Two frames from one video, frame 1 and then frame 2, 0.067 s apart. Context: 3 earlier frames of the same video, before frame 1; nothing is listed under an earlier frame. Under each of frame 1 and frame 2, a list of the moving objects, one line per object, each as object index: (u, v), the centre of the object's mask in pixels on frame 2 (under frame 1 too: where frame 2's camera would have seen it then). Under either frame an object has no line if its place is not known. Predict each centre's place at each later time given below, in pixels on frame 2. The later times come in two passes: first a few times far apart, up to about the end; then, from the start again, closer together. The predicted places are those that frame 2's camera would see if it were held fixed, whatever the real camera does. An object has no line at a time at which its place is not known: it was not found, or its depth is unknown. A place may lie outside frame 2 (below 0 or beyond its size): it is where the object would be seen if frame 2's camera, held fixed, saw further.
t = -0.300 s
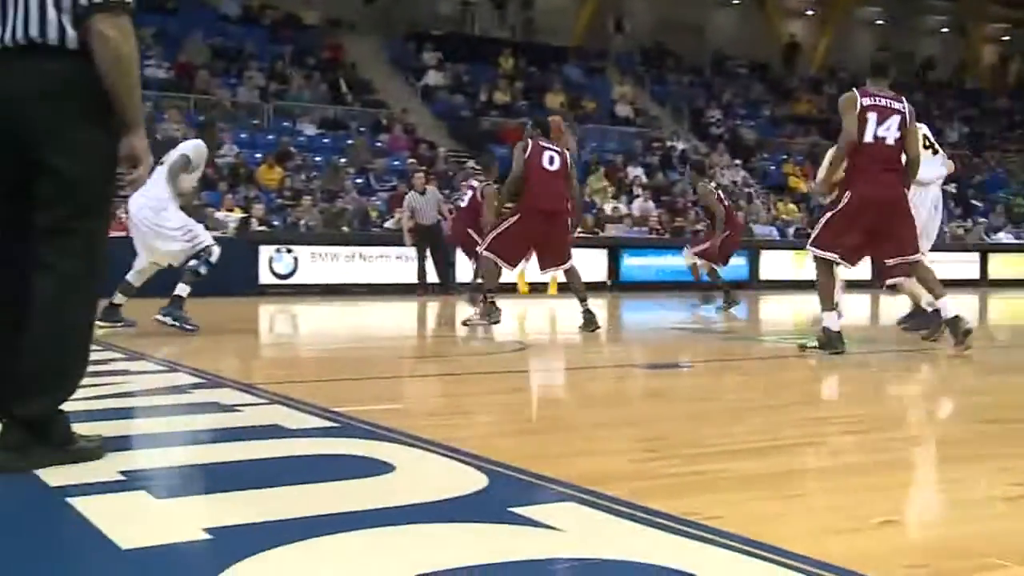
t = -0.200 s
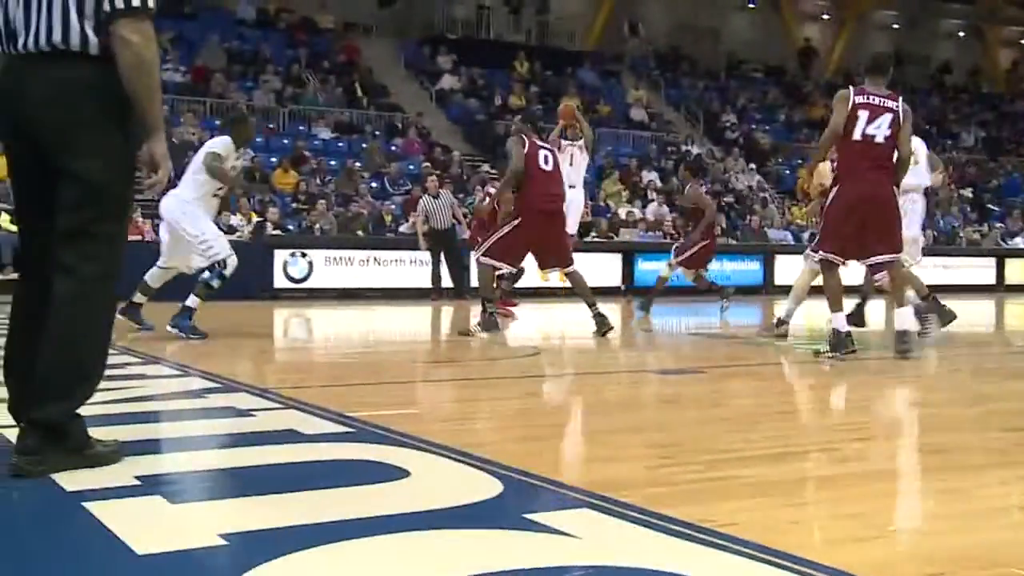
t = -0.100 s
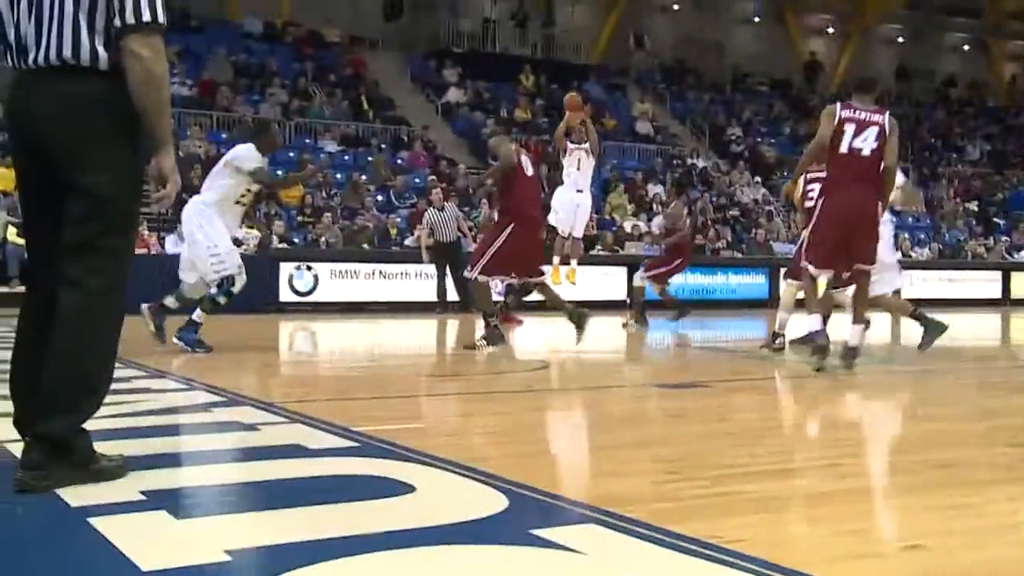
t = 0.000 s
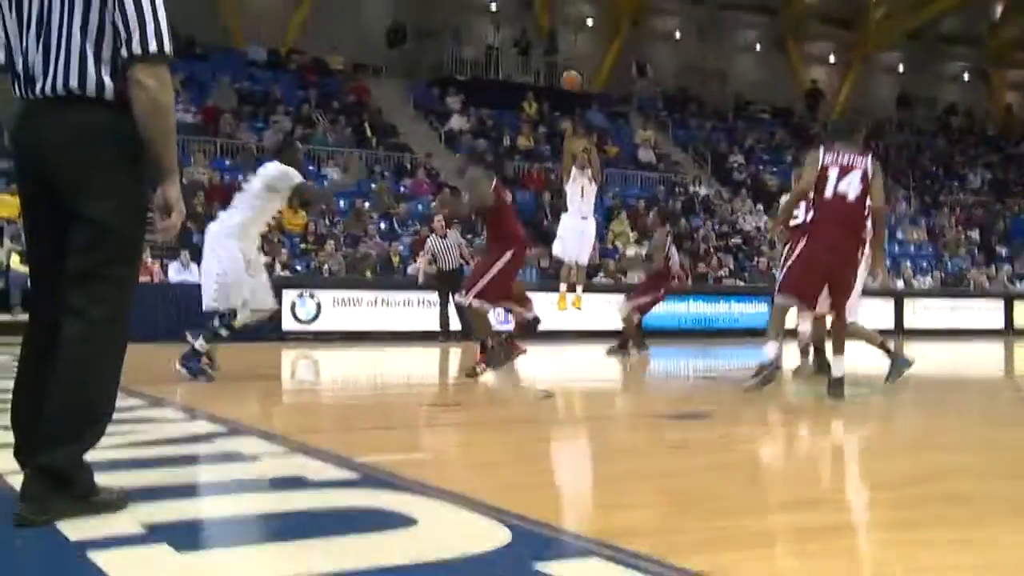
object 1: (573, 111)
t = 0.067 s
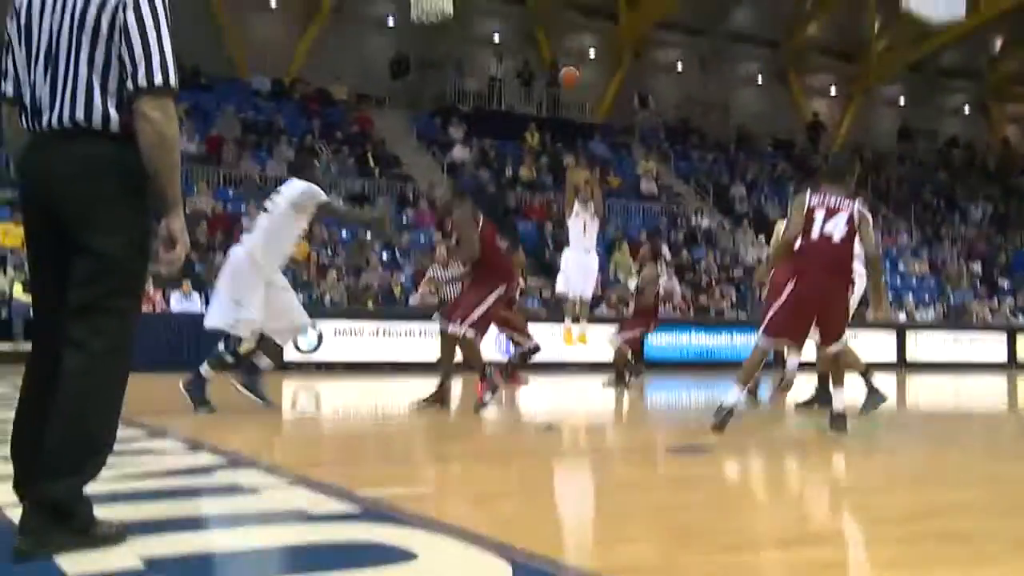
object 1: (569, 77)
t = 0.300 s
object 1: (550, -27)
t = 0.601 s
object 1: (520, -111)
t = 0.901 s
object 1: (480, -114)
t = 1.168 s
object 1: (428, -2)
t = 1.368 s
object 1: (397, 51)
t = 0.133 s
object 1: (565, 44)
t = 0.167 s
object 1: (562, 28)
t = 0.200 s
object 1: (559, 13)
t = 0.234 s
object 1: (557, 0)
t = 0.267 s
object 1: (553, -15)
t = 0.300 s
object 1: (550, -27)
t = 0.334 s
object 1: (548, -39)
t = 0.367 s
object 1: (544, -50)
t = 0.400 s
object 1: (541, -62)
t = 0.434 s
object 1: (538, -71)
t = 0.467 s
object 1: (534, -80)
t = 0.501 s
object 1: (532, -90)
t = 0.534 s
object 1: (528, -98)
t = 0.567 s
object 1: (524, -105)
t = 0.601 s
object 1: (520, -111)
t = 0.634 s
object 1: (517, -117)
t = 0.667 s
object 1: (513, -120)
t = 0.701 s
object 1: (509, -122)
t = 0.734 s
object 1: (504, -125)
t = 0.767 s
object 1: (500, -125)
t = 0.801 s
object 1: (496, -125)
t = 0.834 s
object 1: (491, -124)
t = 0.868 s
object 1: (486, -120)
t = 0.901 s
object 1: (480, -114)
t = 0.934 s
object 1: (474, -107)
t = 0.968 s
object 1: (468, -98)
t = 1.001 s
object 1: (463, -88)
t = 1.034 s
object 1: (459, -75)
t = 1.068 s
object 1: (455, -63)
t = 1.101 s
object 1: (438, -35)
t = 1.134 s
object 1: (435, 8)
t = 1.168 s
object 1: (428, -2)
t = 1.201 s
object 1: (423, -5)
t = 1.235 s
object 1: (419, 1)
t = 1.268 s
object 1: (413, 11)
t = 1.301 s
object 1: (408, 22)
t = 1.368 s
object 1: (397, 51)
